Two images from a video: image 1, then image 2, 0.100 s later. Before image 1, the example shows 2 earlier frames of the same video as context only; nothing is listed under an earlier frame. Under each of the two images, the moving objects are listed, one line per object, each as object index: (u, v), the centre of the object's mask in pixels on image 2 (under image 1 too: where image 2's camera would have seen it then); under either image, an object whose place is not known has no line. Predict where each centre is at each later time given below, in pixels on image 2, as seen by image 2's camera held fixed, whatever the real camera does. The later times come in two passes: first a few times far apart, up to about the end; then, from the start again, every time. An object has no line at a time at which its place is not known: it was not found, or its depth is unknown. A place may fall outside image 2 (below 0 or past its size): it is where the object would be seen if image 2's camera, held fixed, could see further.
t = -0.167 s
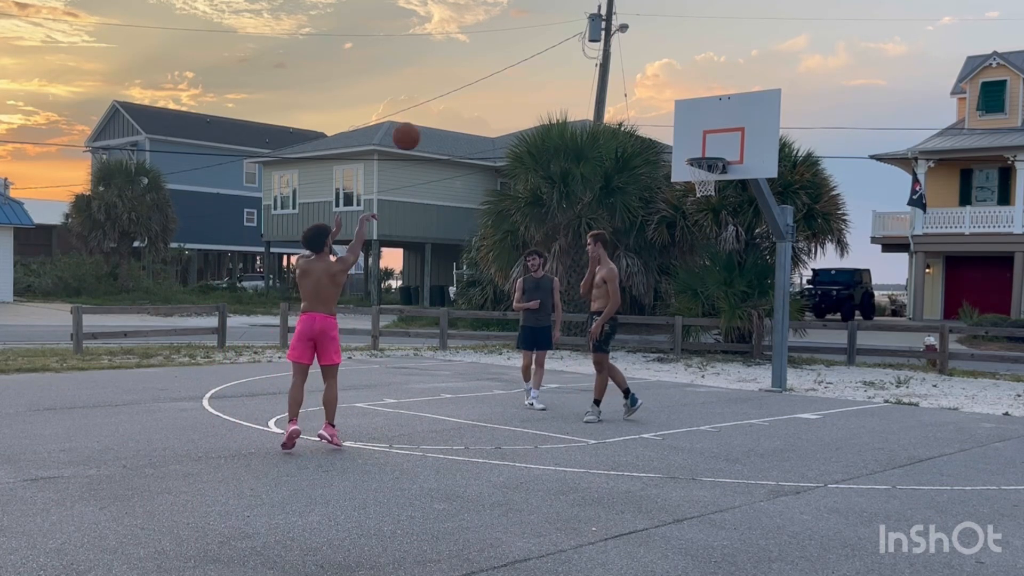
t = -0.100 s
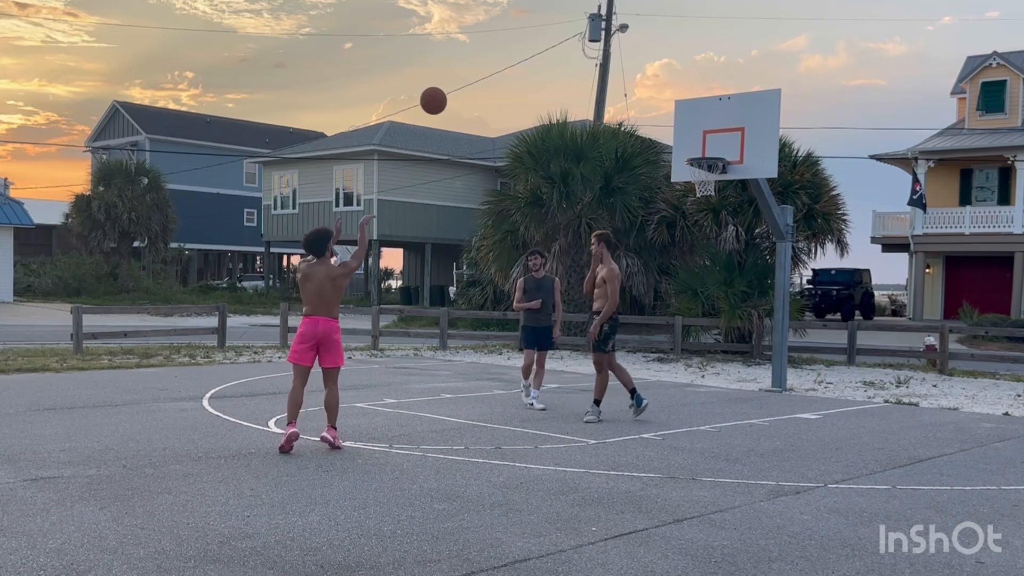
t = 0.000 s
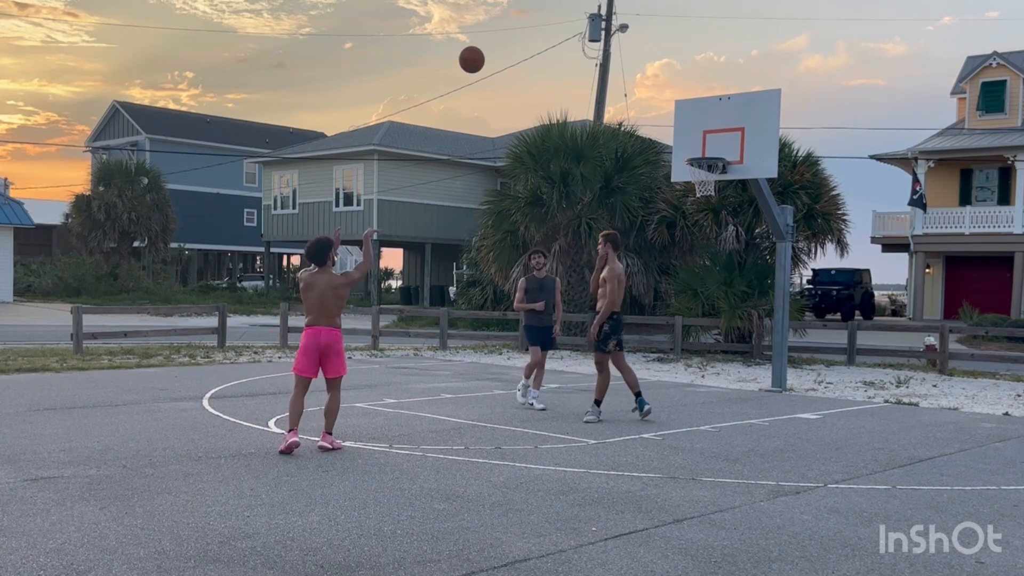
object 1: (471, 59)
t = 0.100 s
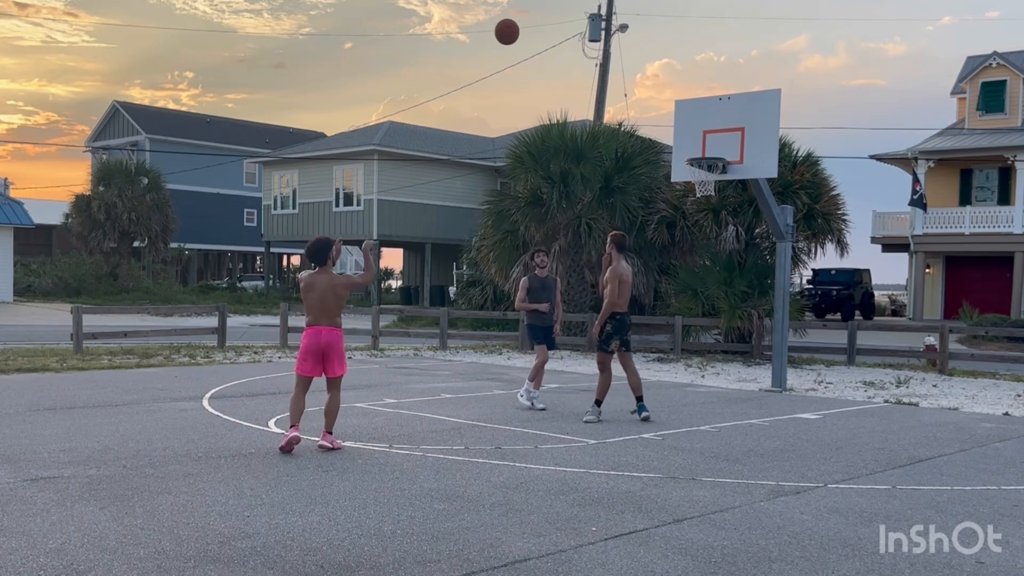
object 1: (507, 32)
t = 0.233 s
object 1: (549, 13)
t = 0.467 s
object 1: (613, 23)
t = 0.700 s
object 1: (666, 77)
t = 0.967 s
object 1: (705, 169)
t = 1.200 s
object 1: (699, 186)
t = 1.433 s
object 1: (703, 223)
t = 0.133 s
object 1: (518, 25)
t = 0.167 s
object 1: (529, 20)
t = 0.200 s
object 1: (539, 16)
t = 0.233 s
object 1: (549, 13)
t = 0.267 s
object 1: (559, 11)
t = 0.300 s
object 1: (569, 11)
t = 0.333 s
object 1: (578, 11)
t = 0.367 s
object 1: (587, 13)
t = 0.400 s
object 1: (596, 15)
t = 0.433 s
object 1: (605, 19)
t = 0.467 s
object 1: (613, 23)
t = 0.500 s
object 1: (621, 28)
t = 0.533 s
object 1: (629, 34)
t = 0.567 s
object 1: (637, 41)
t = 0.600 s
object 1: (645, 49)
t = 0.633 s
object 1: (652, 58)
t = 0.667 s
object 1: (659, 67)
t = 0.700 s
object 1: (666, 77)
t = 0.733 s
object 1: (672, 87)
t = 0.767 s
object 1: (679, 99)
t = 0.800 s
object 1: (685, 110)
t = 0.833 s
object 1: (692, 123)
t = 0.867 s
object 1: (698, 136)
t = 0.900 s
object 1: (704, 149)
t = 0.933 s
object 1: (710, 162)
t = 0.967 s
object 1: (705, 169)
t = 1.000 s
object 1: (702, 170)
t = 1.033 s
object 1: (700, 171)
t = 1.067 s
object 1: (700, 172)
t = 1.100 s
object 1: (700, 173)
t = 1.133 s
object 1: (699, 175)
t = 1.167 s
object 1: (699, 178)
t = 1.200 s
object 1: (699, 186)
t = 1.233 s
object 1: (700, 193)
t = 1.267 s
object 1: (700, 196)
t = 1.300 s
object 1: (701, 199)
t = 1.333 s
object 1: (701, 203)
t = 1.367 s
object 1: (702, 208)
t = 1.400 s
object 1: (702, 215)
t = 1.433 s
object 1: (703, 223)
